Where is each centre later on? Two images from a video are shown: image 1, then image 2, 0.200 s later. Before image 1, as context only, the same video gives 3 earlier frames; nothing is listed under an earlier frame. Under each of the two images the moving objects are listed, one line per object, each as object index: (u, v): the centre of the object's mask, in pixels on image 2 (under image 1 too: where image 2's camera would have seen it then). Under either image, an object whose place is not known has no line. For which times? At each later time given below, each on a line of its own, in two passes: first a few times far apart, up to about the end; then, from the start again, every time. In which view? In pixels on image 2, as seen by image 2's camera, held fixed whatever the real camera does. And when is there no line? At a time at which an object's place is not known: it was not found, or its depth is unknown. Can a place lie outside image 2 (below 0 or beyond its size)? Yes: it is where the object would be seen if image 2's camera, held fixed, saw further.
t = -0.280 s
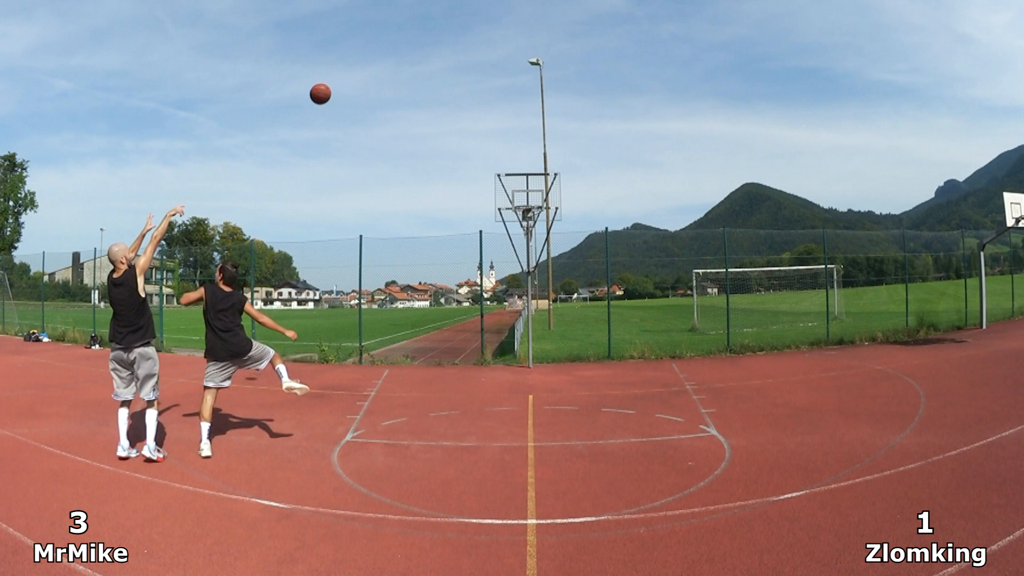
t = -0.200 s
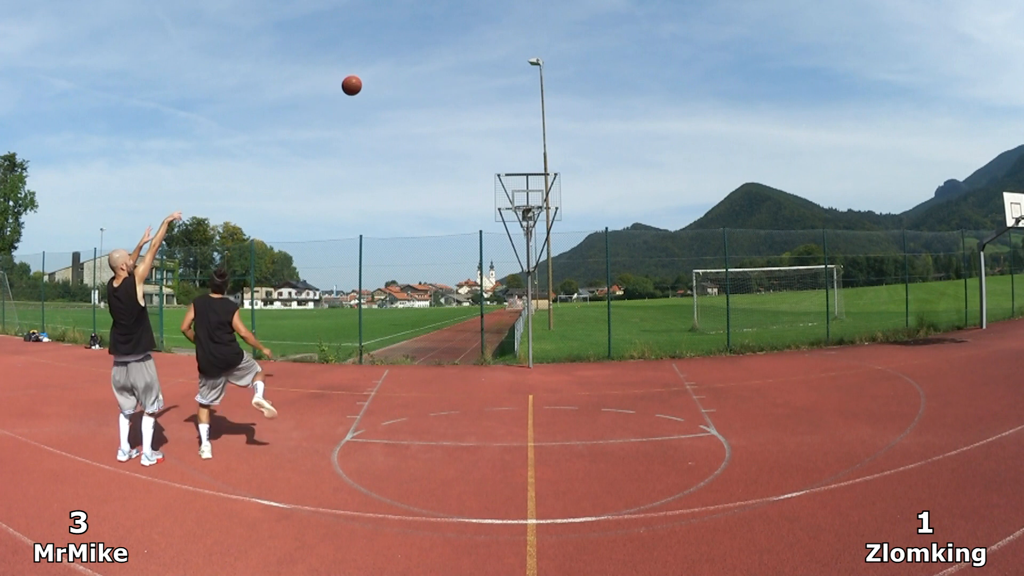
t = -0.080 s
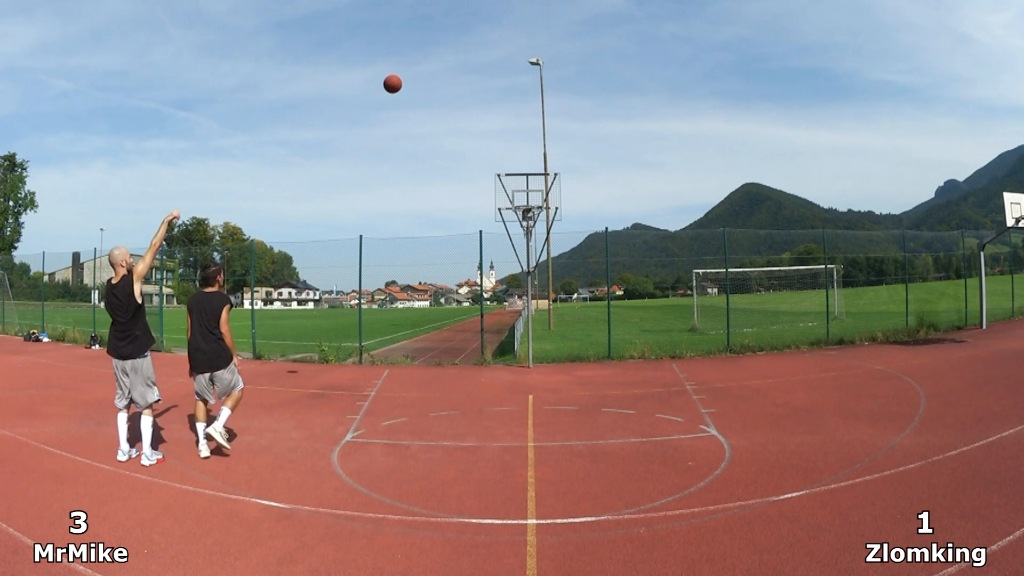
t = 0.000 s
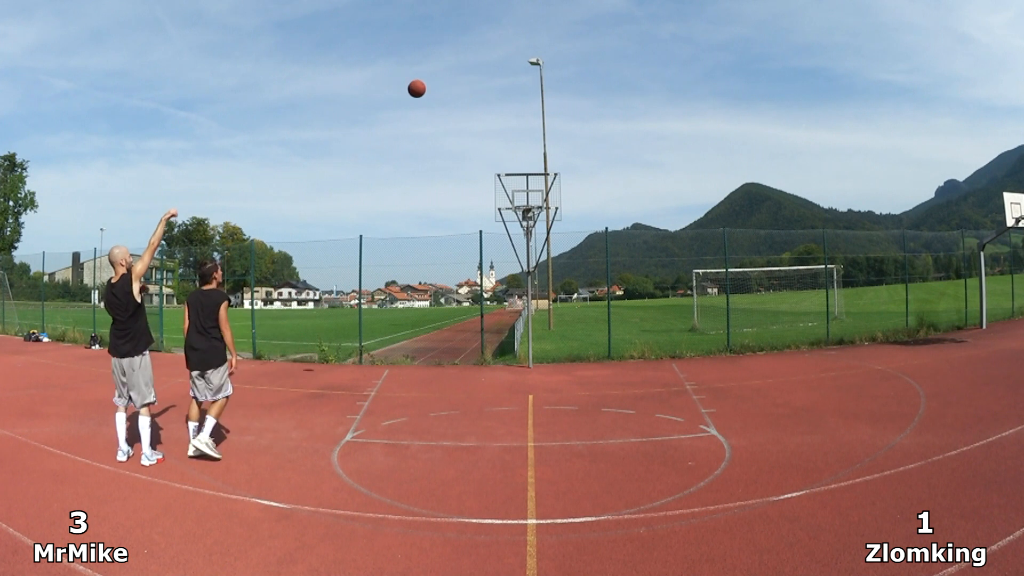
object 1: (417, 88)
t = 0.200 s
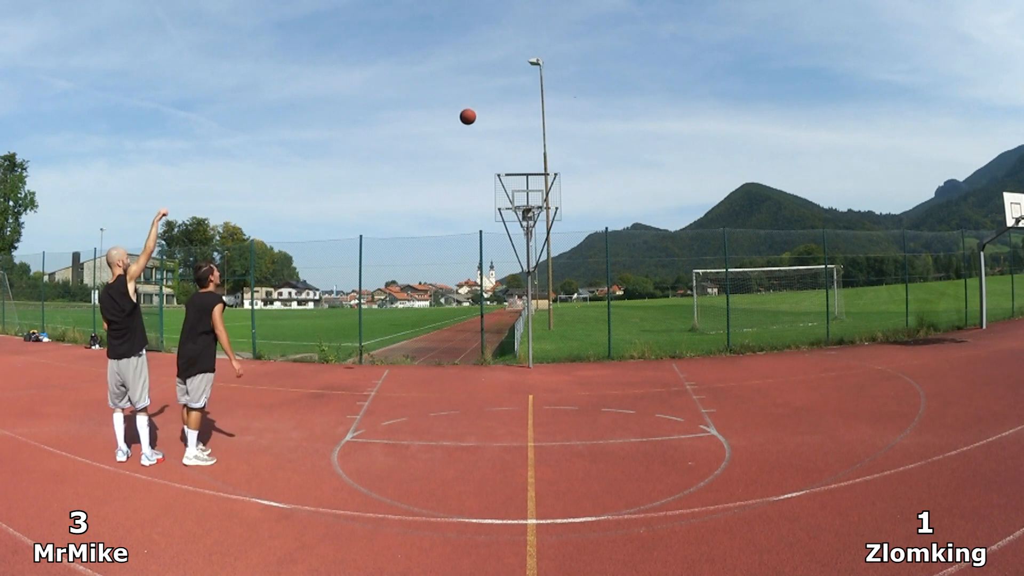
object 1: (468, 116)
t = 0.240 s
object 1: (477, 124)
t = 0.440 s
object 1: (517, 174)
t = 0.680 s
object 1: (557, 219)
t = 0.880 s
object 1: (597, 269)
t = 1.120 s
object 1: (654, 384)
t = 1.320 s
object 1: (695, 321)
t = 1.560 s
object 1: (749, 243)
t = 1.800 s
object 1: (809, 210)
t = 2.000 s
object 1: (868, 222)
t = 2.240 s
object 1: (945, 297)
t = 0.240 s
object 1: (477, 124)
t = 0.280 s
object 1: (485, 133)
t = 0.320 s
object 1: (494, 142)
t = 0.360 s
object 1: (502, 152)
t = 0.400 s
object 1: (510, 163)
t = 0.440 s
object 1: (517, 174)
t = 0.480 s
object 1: (524, 186)
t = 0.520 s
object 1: (531, 198)
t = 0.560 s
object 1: (537, 205)
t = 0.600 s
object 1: (544, 208)
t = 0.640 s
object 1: (551, 213)
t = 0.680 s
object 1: (557, 219)
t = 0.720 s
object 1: (564, 226)
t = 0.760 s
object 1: (572, 235)
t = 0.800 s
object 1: (580, 245)
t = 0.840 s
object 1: (588, 256)
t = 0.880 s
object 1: (597, 269)
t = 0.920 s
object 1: (606, 284)
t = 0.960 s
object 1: (615, 301)
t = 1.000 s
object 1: (624, 318)
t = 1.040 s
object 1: (634, 338)
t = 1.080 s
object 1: (644, 361)
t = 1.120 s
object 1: (654, 384)
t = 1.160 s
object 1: (663, 390)
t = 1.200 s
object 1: (670, 372)
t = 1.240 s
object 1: (679, 354)
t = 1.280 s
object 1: (687, 337)
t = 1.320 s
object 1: (695, 321)
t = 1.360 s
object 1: (704, 306)
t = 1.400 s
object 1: (713, 291)
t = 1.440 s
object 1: (721, 278)
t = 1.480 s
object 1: (730, 264)
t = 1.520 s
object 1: (739, 254)
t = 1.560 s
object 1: (749, 243)
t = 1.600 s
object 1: (758, 235)
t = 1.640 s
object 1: (768, 227)
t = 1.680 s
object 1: (778, 220)
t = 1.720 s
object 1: (788, 215)
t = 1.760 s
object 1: (798, 211)
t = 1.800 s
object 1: (809, 210)
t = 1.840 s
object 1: (820, 209)
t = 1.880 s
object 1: (831, 210)
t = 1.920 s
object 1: (843, 212)
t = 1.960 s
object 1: (855, 216)
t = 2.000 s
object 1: (868, 222)
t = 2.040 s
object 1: (880, 230)
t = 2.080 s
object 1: (893, 239)
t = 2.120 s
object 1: (906, 251)
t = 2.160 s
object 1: (919, 264)
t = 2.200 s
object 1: (932, 280)
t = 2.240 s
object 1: (945, 297)
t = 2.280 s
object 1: (957, 318)
